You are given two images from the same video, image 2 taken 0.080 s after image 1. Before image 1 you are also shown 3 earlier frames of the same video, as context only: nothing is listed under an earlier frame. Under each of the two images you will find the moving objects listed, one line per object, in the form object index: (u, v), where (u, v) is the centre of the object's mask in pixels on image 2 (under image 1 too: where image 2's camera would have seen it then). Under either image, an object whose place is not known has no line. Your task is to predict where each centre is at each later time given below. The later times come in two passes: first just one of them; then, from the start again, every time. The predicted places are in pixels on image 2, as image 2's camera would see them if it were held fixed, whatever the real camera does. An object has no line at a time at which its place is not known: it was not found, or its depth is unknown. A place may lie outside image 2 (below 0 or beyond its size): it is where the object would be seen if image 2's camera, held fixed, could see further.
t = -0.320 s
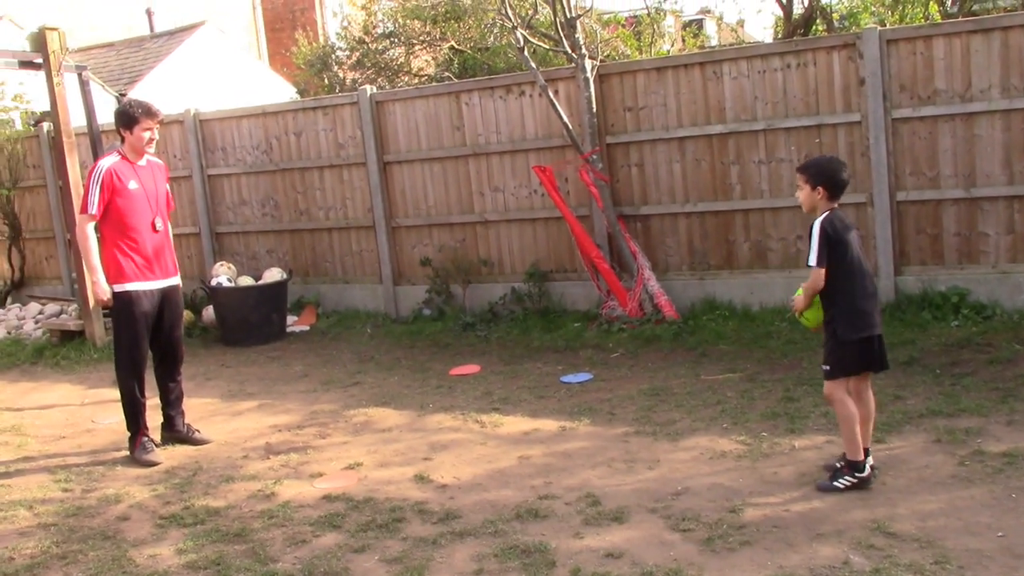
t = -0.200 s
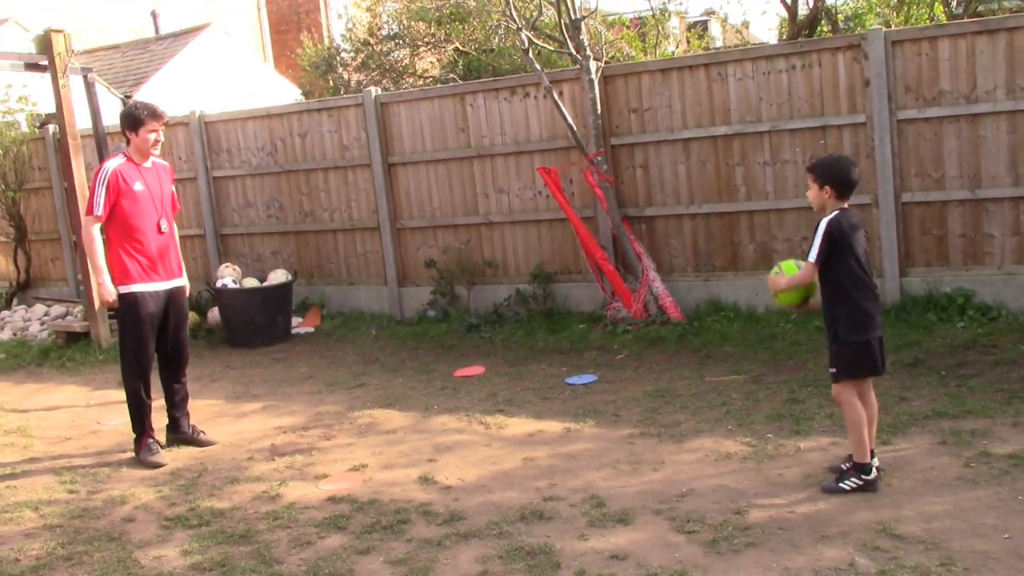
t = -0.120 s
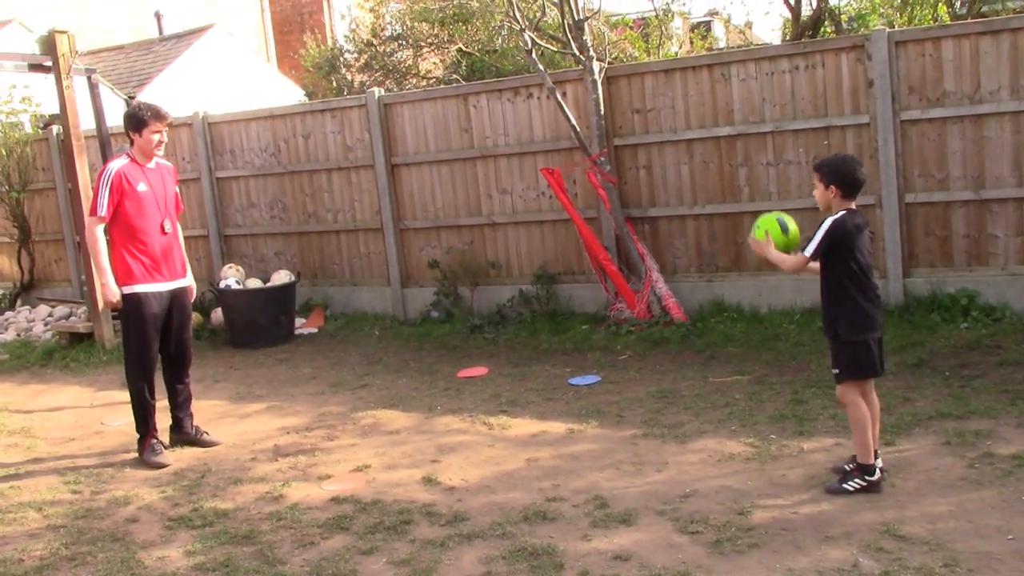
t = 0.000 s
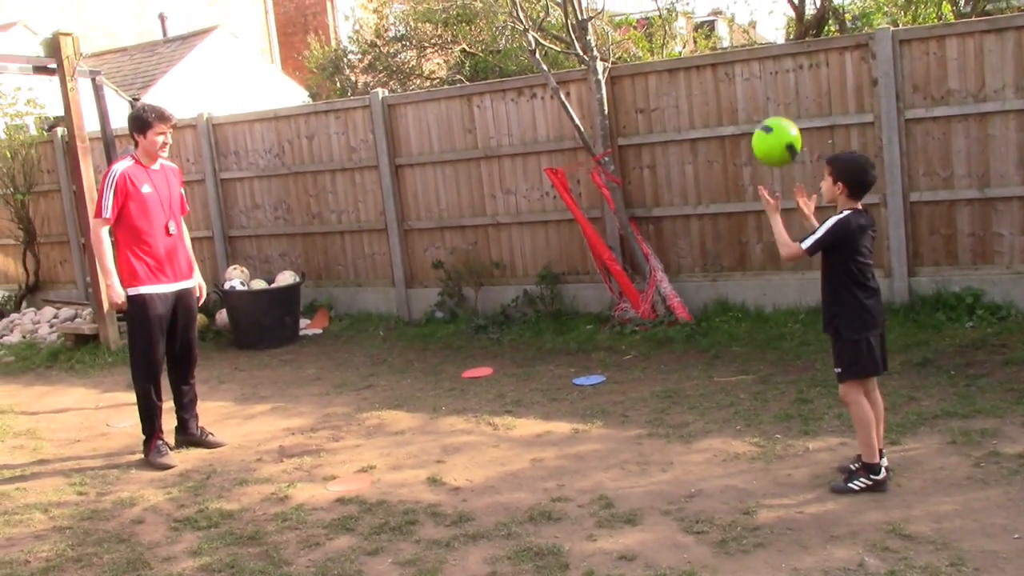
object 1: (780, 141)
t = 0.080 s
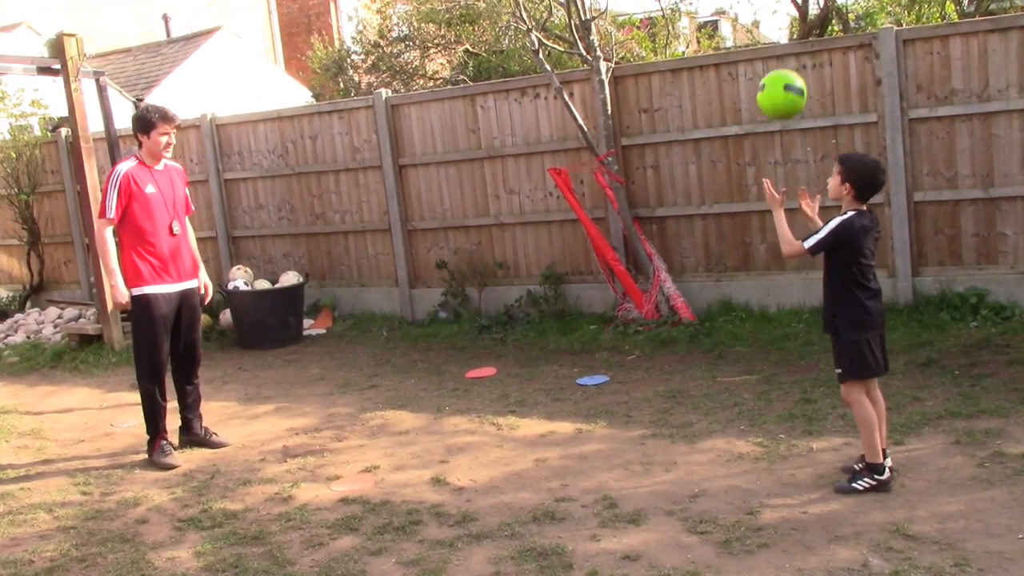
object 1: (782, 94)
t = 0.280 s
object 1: (793, 42)
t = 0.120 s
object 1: (783, 76)
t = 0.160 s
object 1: (785, 62)
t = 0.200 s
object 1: (788, 52)
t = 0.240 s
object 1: (791, 45)
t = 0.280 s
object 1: (793, 42)
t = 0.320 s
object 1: (797, 44)
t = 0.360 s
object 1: (801, 49)
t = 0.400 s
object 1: (805, 58)
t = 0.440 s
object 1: (809, 71)
